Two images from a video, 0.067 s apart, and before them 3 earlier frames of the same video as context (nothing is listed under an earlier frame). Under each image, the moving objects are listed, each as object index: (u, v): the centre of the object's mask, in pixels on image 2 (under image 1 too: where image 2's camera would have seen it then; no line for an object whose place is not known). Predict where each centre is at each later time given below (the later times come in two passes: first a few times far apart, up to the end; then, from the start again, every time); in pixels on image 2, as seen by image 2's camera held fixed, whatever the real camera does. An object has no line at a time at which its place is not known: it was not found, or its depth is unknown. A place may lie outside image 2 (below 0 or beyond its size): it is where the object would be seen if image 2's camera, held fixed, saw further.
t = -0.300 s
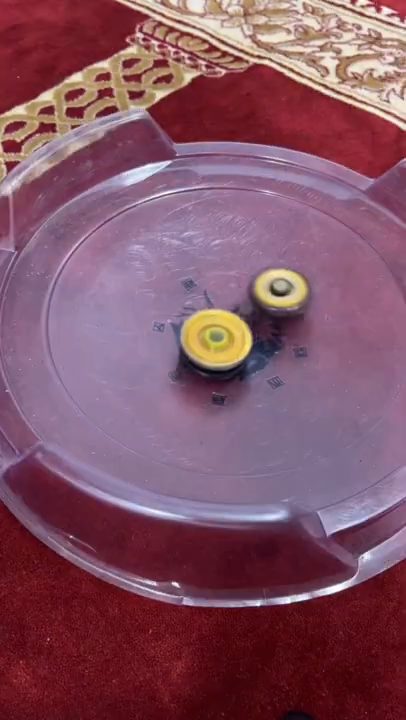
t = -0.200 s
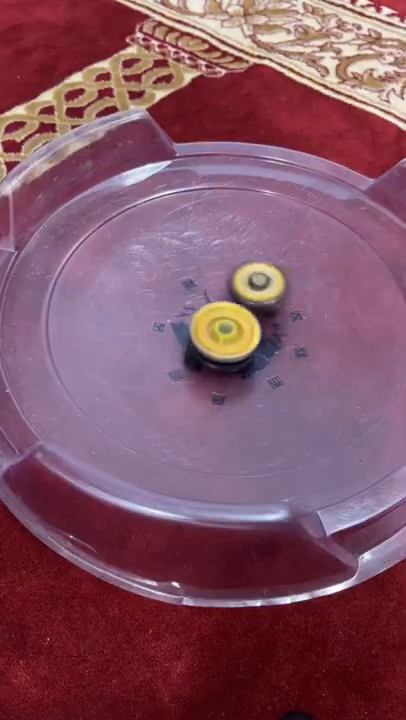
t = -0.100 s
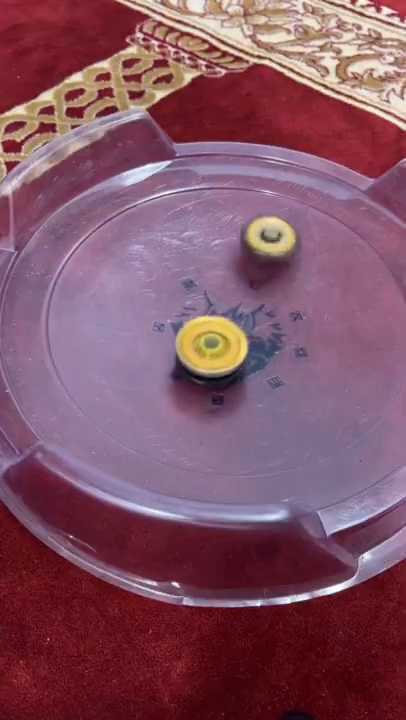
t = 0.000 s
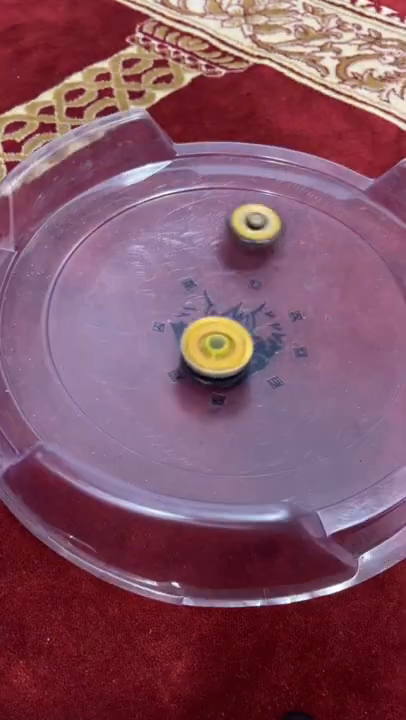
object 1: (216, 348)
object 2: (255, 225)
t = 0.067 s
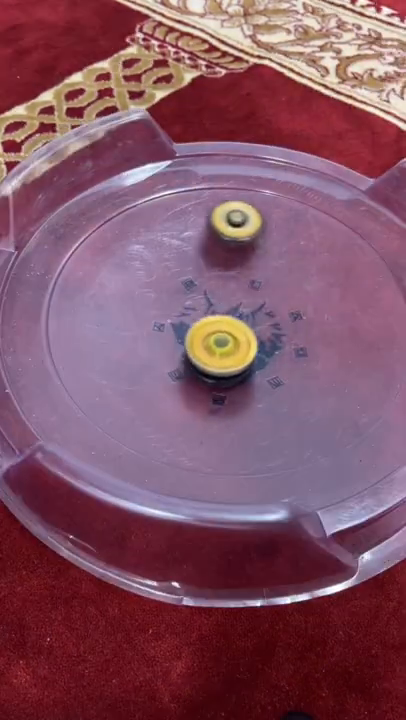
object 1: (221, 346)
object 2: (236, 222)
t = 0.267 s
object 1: (234, 334)
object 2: (188, 236)
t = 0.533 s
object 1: (238, 307)
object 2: (167, 278)
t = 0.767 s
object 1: (368, 318)
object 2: (81, 261)
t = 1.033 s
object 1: (274, 268)
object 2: (203, 341)
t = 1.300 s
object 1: (137, 328)
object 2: (247, 331)
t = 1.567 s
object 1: (274, 372)
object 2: (274, 310)
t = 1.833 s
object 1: (376, 303)
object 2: (223, 229)
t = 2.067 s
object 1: (220, 286)
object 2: (197, 238)
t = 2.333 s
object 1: (96, 418)
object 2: (159, 191)
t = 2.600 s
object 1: (284, 338)
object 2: (207, 363)
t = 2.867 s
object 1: (295, 272)
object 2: (352, 339)
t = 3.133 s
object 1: (279, 266)
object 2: (354, 273)
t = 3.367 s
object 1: (153, 264)
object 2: (392, 288)
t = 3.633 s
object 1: (133, 299)
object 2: (344, 311)
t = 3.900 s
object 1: (219, 306)
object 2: (294, 323)
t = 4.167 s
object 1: (223, 301)
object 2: (272, 342)
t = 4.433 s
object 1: (224, 295)
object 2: (244, 350)
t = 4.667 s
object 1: (224, 294)
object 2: (220, 350)
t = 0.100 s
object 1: (223, 345)
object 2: (227, 222)
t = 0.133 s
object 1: (225, 344)
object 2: (218, 223)
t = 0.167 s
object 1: (228, 342)
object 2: (210, 225)
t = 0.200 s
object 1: (230, 339)
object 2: (202, 228)
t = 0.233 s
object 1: (232, 337)
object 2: (194, 231)
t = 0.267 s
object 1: (234, 334)
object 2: (188, 236)
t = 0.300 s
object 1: (236, 331)
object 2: (182, 240)
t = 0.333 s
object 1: (237, 327)
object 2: (178, 245)
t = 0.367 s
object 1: (238, 324)
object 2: (174, 251)
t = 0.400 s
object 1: (238, 320)
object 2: (172, 257)
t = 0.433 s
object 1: (237, 316)
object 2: (170, 263)
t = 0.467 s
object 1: (237, 313)
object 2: (170, 270)
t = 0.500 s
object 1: (235, 309)
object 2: (171, 276)
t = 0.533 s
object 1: (238, 307)
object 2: (167, 278)
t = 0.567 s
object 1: (267, 316)
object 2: (128, 260)
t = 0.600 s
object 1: (296, 323)
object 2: (92, 242)
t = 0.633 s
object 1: (320, 327)
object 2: (67, 231)
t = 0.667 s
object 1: (339, 328)
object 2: (54, 225)
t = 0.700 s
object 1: (354, 327)
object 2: (57, 236)
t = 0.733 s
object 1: (364, 324)
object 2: (68, 247)
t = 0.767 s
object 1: (368, 318)
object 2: (81, 261)
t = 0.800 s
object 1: (368, 311)
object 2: (96, 276)
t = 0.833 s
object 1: (363, 305)
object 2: (111, 290)
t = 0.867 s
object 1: (355, 297)
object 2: (128, 304)
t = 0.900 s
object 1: (344, 290)
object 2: (144, 315)
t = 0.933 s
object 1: (329, 283)
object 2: (162, 326)
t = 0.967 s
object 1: (312, 277)
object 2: (177, 333)
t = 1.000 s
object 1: (294, 270)
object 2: (190, 338)
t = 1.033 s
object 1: (274, 268)
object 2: (203, 341)
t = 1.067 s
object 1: (252, 267)
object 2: (213, 342)
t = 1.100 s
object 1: (229, 269)
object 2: (222, 342)
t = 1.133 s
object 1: (208, 272)
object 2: (228, 341)
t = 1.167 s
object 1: (187, 280)
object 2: (234, 340)
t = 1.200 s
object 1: (168, 289)
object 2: (238, 338)
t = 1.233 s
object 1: (153, 301)
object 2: (242, 335)
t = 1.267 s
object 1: (142, 315)
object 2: (245, 333)
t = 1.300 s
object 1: (137, 328)
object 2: (247, 331)
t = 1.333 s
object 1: (136, 343)
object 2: (249, 330)
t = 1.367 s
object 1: (143, 356)
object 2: (252, 327)
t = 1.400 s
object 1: (153, 370)
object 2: (255, 324)
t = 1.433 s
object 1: (171, 381)
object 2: (260, 321)
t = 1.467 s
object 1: (192, 389)
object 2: (264, 318)
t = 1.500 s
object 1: (220, 387)
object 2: (269, 316)
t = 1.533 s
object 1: (248, 387)
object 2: (271, 313)
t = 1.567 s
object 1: (274, 372)
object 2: (274, 310)
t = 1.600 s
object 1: (298, 359)
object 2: (274, 305)
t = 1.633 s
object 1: (317, 347)
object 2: (272, 305)
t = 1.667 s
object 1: (341, 337)
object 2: (265, 284)
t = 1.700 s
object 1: (361, 333)
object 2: (254, 263)
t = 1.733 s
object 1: (373, 328)
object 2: (244, 248)
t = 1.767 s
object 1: (379, 318)
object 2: (236, 236)
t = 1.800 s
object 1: (380, 314)
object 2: (228, 230)
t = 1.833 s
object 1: (376, 303)
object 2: (223, 229)
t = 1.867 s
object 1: (372, 299)
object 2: (218, 230)
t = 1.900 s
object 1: (359, 297)
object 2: (215, 232)
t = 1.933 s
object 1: (340, 292)
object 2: (212, 235)
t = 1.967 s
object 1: (315, 288)
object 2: (209, 239)
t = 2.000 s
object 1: (287, 284)
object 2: (205, 242)
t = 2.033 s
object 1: (255, 279)
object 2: (201, 246)
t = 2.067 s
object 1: (220, 286)
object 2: (197, 238)
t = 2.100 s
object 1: (193, 300)
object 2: (191, 211)
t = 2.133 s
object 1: (165, 323)
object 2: (182, 192)
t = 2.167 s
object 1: (141, 335)
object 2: (175, 189)
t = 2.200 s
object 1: (115, 358)
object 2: (169, 177)
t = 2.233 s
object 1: (97, 375)
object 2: (164, 169)
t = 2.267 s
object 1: (90, 382)
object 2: (157, 163)
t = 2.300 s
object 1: (86, 399)
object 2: (157, 171)
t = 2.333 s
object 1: (96, 418)
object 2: (159, 191)
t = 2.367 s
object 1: (119, 431)
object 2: (160, 209)
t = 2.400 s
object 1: (146, 425)
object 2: (161, 230)
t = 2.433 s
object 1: (178, 424)
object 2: (164, 253)
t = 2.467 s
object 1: (208, 411)
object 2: (169, 278)
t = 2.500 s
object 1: (235, 393)
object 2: (175, 303)
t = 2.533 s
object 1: (257, 375)
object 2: (184, 327)
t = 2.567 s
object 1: (271, 359)
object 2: (194, 347)
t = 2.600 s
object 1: (284, 338)
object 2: (207, 363)
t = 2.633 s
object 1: (293, 319)
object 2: (222, 374)
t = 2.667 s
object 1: (295, 307)
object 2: (240, 380)
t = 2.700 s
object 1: (298, 291)
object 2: (259, 383)
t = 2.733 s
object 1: (296, 283)
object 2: (281, 381)
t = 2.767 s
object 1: (297, 276)
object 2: (303, 374)
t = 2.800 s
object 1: (296, 274)
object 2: (323, 364)
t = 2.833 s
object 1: (295, 273)
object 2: (340, 352)
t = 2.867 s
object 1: (295, 272)
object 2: (352, 339)
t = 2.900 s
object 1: (293, 272)
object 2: (361, 325)
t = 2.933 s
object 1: (291, 271)
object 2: (366, 312)
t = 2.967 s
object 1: (288, 269)
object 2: (368, 300)
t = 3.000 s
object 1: (286, 268)
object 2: (368, 291)
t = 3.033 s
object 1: (285, 268)
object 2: (366, 284)
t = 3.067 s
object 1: (283, 267)
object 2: (362, 280)
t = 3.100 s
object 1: (282, 267)
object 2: (359, 276)
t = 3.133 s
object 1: (279, 266)
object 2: (354, 273)
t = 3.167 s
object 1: (278, 266)
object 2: (350, 270)
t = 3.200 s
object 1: (275, 266)
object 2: (345, 268)
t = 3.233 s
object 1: (272, 265)
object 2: (342, 268)
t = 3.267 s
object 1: (241, 258)
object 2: (369, 271)
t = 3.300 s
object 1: (205, 259)
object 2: (385, 276)
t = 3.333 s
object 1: (176, 261)
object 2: (392, 281)
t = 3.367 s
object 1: (153, 264)
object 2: (392, 288)
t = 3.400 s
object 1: (135, 268)
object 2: (390, 295)
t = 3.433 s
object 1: (123, 273)
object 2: (387, 300)
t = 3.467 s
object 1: (117, 278)
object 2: (383, 303)
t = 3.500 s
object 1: (118, 281)
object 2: (378, 306)
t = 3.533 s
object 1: (120, 285)
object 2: (372, 308)
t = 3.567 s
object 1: (122, 289)
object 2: (362, 309)
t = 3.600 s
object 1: (126, 294)
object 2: (353, 310)
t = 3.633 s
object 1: (133, 299)
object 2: (344, 311)
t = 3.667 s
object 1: (142, 303)
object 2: (335, 312)
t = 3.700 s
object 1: (153, 307)
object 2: (326, 313)
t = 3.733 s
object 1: (166, 308)
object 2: (319, 314)
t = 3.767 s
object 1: (179, 310)
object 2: (312, 315)
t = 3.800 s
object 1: (190, 311)
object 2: (307, 317)
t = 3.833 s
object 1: (202, 310)
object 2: (302, 320)
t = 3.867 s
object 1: (212, 309)
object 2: (298, 322)
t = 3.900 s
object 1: (219, 306)
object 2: (294, 323)
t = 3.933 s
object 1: (225, 303)
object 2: (290, 326)
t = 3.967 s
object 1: (228, 301)
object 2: (288, 329)
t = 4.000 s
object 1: (226, 298)
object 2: (290, 332)
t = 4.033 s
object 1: (224, 297)
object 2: (287, 335)
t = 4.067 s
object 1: (222, 298)
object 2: (284, 337)
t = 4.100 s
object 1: (222, 298)
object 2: (280, 339)
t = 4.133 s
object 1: (222, 300)
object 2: (276, 341)
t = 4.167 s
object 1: (223, 301)
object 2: (272, 342)
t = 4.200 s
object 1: (225, 301)
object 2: (269, 343)
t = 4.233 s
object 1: (225, 300)
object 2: (265, 344)
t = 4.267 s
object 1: (224, 298)
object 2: (262, 345)
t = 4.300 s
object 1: (223, 298)
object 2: (258, 344)
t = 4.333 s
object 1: (223, 297)
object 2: (255, 345)
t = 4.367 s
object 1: (223, 295)
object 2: (252, 348)
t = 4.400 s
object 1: (224, 296)
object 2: (247, 350)
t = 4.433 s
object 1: (224, 295)
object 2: (244, 350)
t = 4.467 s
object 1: (224, 295)
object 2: (240, 350)
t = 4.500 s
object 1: (224, 295)
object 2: (238, 350)
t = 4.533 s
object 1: (224, 295)
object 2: (234, 350)
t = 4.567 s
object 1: (224, 295)
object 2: (231, 349)
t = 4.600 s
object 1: (224, 295)
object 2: (228, 349)
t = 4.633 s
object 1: (224, 294)
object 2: (223, 351)
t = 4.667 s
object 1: (224, 294)
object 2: (220, 350)
